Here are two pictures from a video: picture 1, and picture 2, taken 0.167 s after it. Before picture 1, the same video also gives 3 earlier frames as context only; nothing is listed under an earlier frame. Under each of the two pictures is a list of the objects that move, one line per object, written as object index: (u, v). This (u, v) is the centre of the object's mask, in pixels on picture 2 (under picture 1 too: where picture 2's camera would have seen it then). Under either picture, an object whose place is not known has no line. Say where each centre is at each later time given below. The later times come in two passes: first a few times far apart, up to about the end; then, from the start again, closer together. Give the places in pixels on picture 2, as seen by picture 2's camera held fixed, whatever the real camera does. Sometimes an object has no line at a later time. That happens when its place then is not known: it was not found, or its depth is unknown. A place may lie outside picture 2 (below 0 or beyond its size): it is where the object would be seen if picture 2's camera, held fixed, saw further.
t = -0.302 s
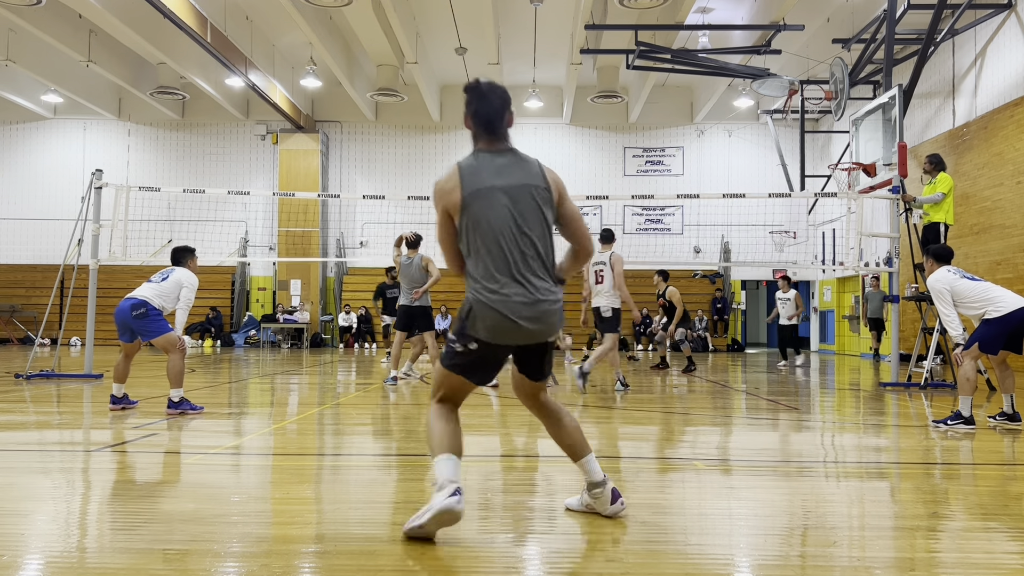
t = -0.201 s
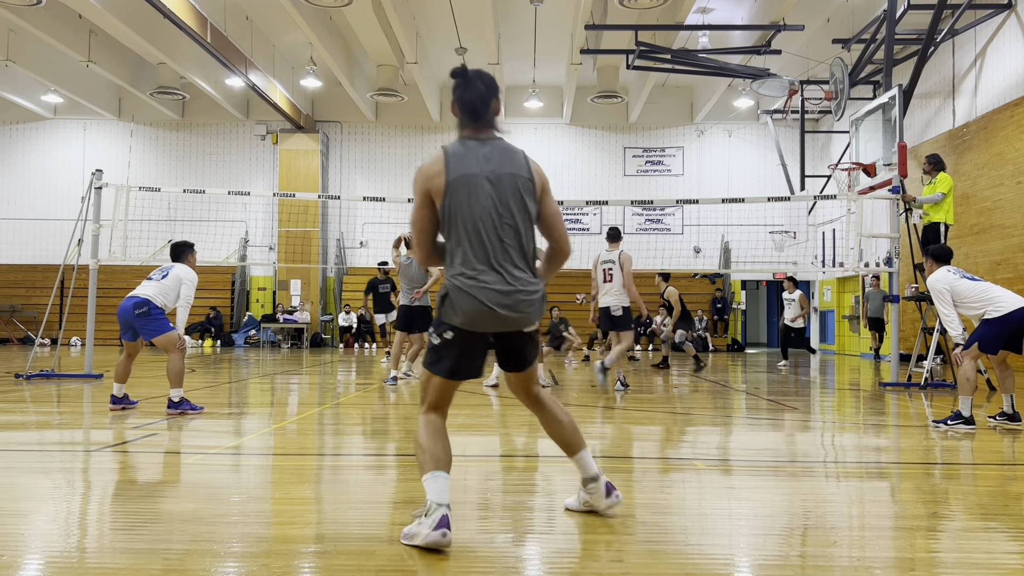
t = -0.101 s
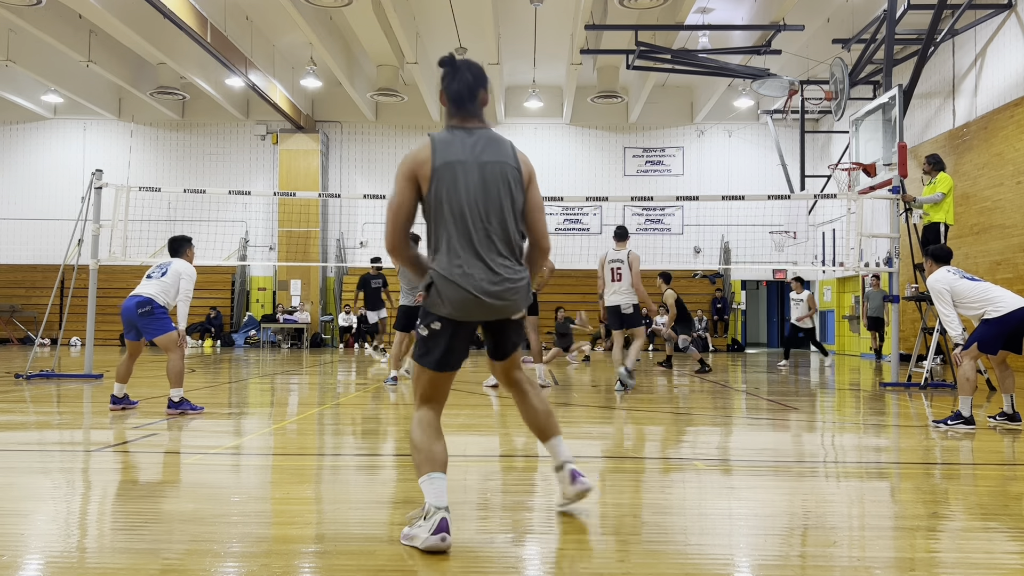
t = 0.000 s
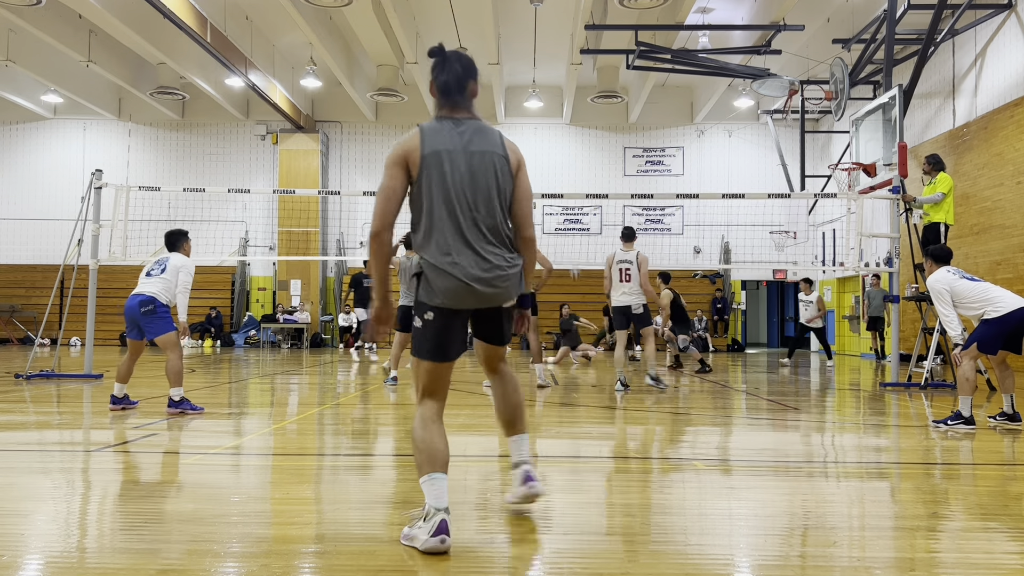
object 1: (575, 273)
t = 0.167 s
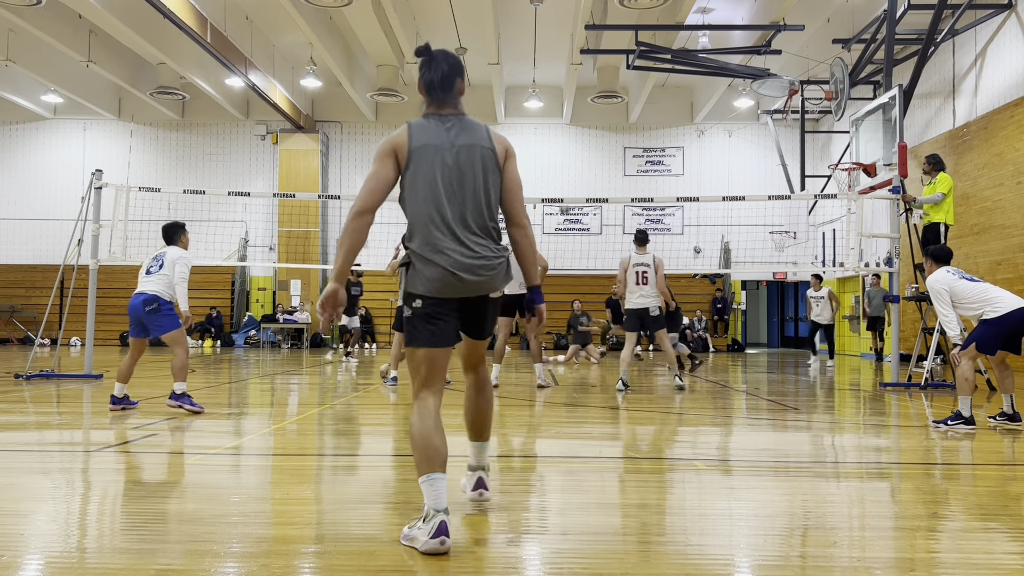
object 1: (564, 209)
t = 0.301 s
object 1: (555, 168)
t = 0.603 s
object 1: (534, 111)
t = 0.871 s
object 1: (513, 96)
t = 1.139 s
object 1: (491, 123)
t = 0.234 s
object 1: (560, 187)
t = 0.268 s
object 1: (557, 177)
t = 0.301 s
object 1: (555, 168)
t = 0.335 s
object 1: (552, 158)
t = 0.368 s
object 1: (550, 151)
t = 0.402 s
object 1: (548, 143)
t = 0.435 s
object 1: (545, 136)
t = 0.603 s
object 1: (534, 111)
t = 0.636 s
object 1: (530, 105)
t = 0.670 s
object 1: (527, 103)
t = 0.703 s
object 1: (525, 99)
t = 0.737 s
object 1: (522, 98)
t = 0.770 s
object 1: (520, 96)
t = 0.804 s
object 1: (518, 96)
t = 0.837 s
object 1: (516, 96)
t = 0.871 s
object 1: (513, 96)
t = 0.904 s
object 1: (510, 97)
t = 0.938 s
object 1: (507, 99)
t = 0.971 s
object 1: (505, 102)
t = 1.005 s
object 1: (502, 105)
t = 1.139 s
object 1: (491, 123)
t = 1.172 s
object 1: (488, 129)
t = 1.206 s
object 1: (486, 137)
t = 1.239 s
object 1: (483, 144)
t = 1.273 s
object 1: (480, 153)
